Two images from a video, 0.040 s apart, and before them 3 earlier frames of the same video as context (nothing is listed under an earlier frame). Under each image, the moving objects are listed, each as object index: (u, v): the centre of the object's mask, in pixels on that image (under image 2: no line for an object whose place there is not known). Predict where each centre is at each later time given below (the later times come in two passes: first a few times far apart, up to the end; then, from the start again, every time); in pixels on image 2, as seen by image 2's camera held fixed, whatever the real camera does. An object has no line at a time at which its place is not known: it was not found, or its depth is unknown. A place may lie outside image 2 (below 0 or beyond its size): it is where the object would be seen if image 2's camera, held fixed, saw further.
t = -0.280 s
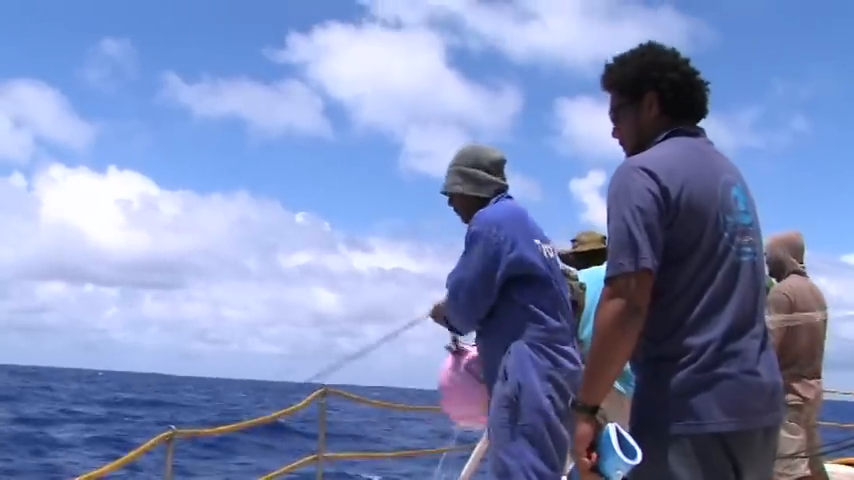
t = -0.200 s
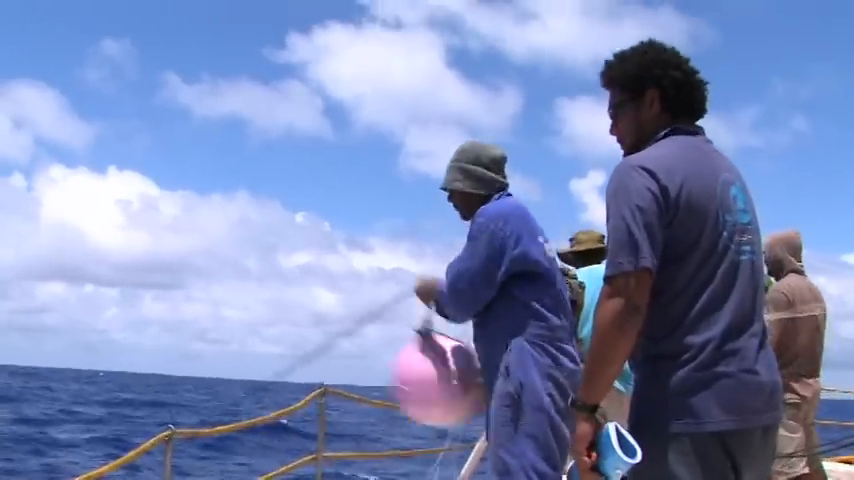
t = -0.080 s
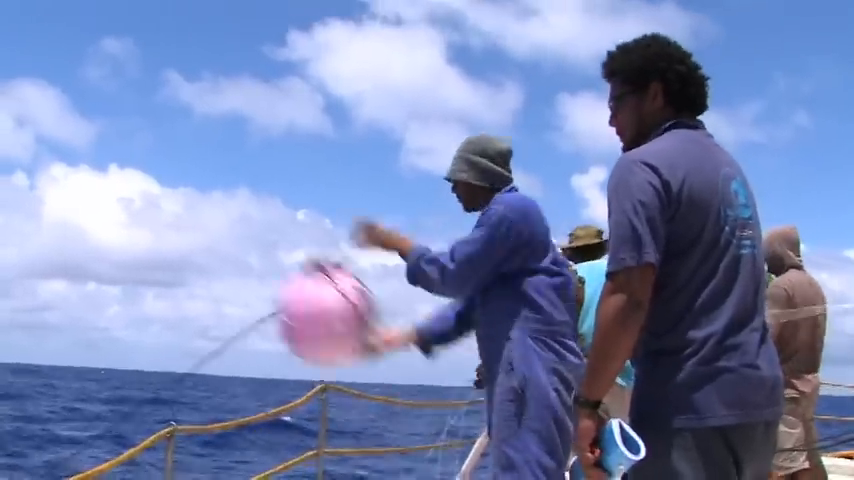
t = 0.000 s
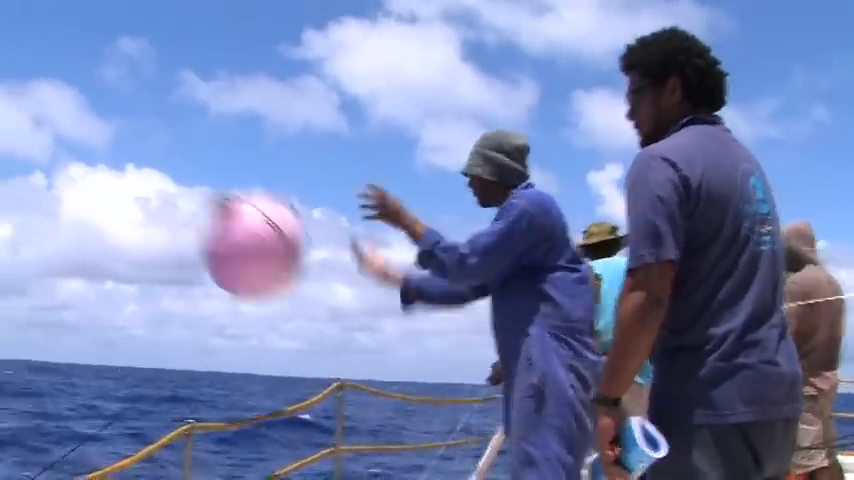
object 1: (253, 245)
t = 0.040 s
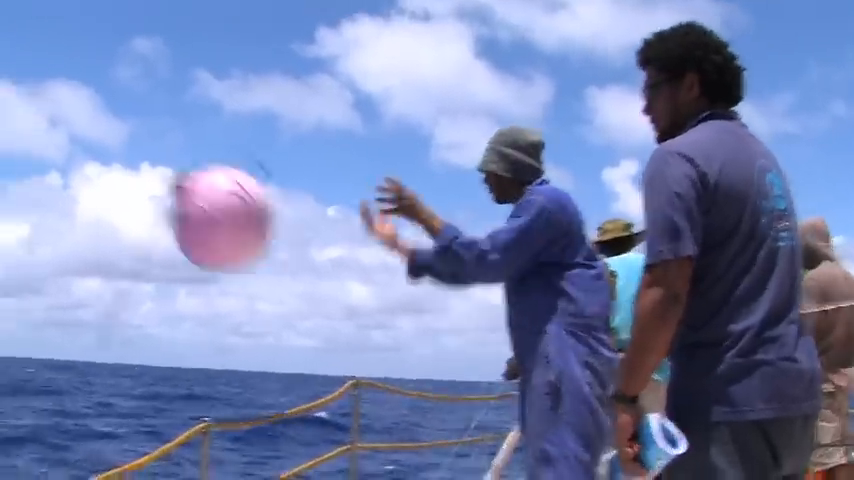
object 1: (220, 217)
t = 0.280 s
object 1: (-95, 162)
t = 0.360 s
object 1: (-211, 188)
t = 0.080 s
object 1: (171, 195)
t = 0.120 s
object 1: (118, 177)
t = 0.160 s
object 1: (68, 166)
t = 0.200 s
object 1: (16, 159)
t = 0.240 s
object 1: (-41, 157)
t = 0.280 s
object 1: (-95, 162)
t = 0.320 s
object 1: (-153, 172)
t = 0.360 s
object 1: (-211, 188)
